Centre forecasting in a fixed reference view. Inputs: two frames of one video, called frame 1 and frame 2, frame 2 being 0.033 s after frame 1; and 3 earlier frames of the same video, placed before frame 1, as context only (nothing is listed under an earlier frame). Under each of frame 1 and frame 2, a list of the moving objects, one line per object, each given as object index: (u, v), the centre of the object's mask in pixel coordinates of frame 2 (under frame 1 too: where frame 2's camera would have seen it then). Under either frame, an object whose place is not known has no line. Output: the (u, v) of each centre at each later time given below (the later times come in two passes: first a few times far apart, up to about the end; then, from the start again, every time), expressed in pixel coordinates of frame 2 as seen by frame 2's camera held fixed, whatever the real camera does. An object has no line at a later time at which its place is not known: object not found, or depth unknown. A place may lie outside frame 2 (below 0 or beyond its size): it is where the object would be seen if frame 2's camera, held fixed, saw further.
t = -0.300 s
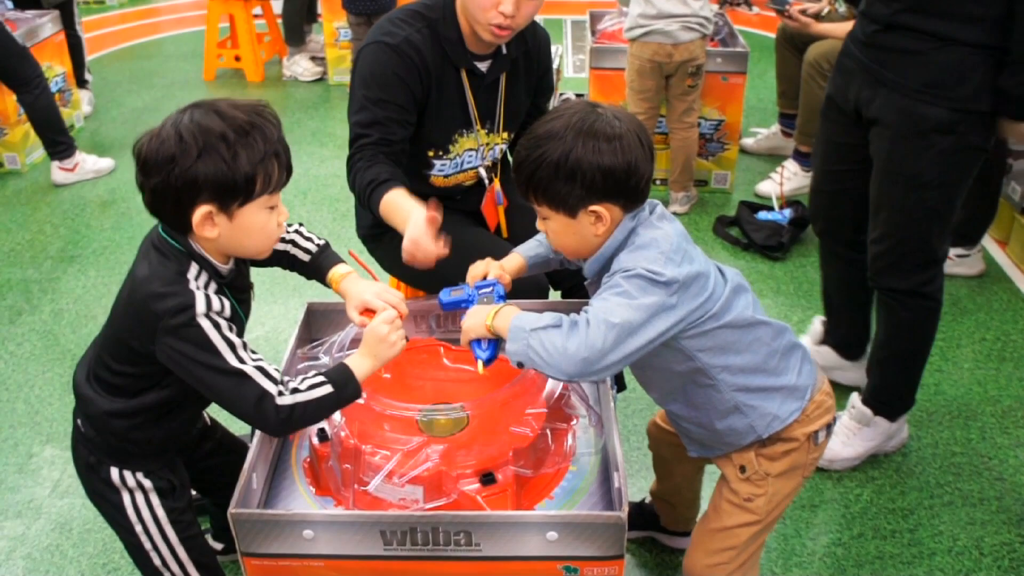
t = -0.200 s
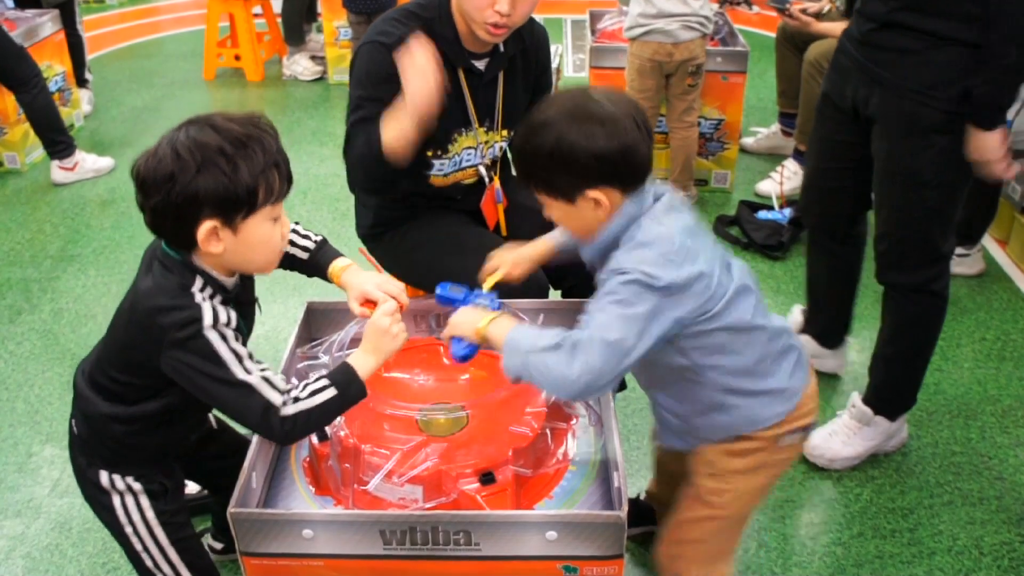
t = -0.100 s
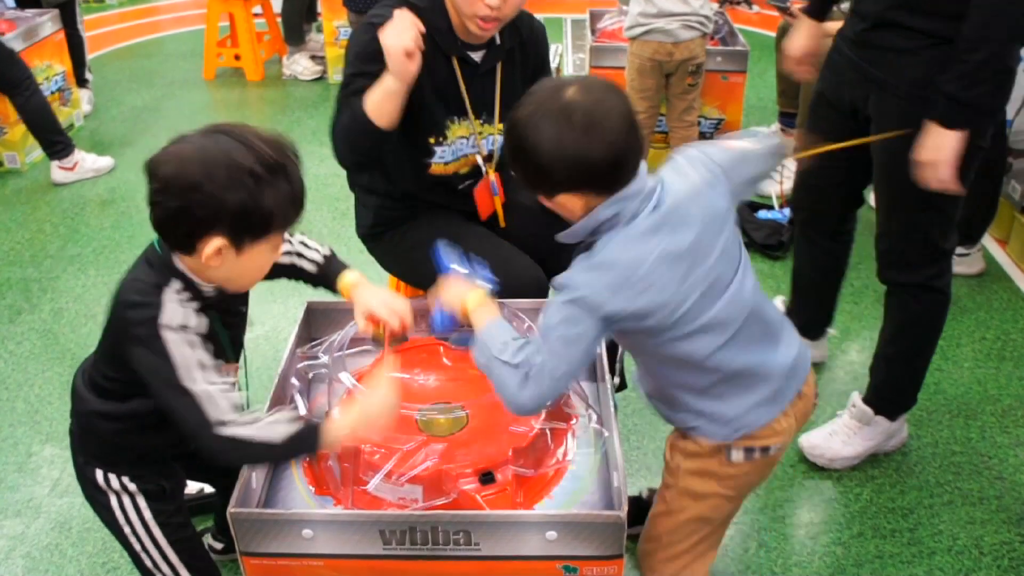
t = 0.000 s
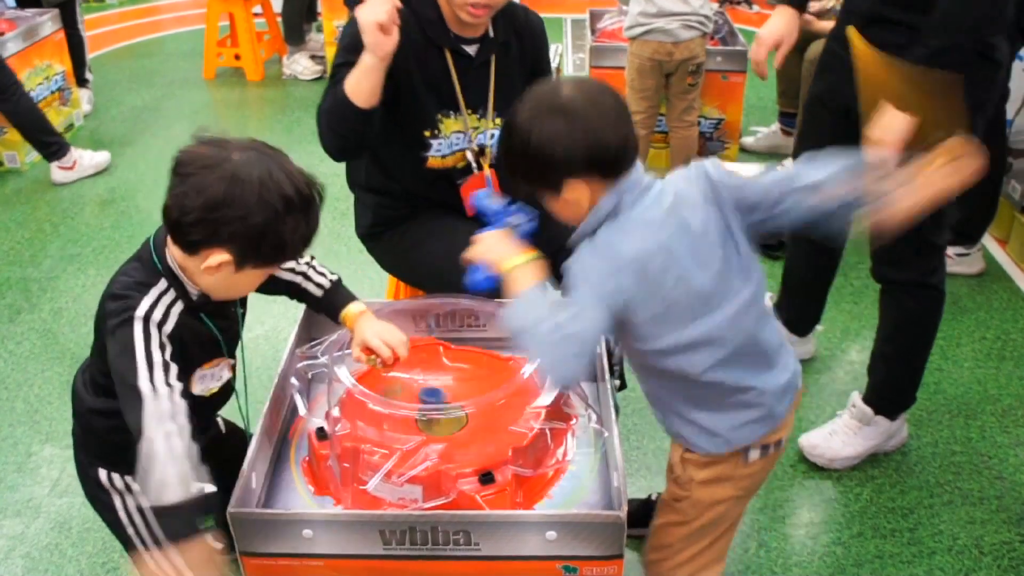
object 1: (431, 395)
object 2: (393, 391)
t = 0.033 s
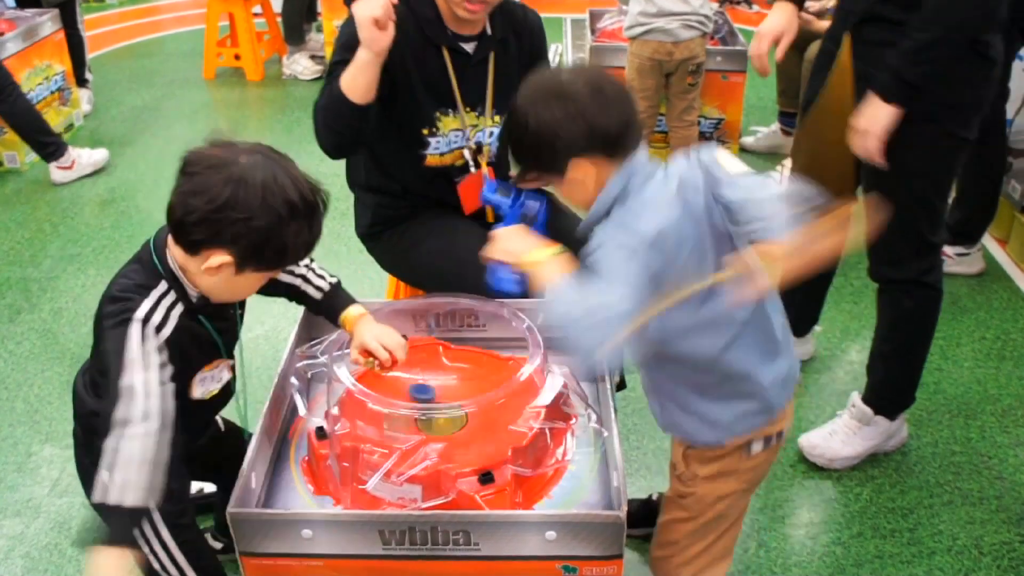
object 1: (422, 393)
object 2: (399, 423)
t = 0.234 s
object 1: (377, 384)
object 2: (456, 424)
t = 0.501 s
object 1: (364, 384)
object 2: (478, 395)
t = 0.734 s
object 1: (367, 373)
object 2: (455, 394)
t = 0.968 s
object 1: (380, 367)
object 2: (415, 403)
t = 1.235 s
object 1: (391, 378)
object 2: (440, 423)
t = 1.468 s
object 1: (421, 408)
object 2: (465, 395)
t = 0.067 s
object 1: (413, 390)
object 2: (404, 425)
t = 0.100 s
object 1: (403, 387)
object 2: (414, 420)
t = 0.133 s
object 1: (396, 385)
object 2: (424, 419)
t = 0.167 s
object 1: (388, 384)
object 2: (432, 420)
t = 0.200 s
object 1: (382, 385)
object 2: (447, 424)
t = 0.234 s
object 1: (377, 384)
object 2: (456, 424)
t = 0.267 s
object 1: (374, 384)
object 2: (463, 419)
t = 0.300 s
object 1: (372, 385)
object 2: (470, 419)
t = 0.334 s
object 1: (370, 386)
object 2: (477, 416)
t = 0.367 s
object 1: (369, 386)
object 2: (481, 413)
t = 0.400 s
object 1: (367, 386)
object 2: (482, 407)
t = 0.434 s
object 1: (367, 386)
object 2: (482, 402)
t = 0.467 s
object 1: (365, 385)
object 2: (482, 400)
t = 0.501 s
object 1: (364, 384)
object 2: (478, 395)
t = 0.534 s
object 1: (363, 383)
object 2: (475, 394)
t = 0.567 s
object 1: (362, 381)
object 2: (473, 394)
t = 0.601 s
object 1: (360, 379)
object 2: (469, 394)
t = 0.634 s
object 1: (360, 377)
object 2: (466, 394)
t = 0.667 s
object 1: (362, 376)
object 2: (462, 394)
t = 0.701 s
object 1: (365, 375)
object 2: (459, 394)
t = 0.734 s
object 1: (367, 373)
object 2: (455, 394)
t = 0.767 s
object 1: (370, 370)
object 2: (450, 395)
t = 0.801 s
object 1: (373, 367)
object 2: (444, 395)
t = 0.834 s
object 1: (375, 364)
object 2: (437, 395)
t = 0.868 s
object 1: (377, 362)
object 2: (430, 395)
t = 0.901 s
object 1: (378, 363)
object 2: (424, 396)
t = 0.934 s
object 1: (379, 365)
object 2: (419, 397)
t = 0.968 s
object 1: (380, 367)
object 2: (415, 403)
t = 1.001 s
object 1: (380, 368)
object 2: (412, 406)
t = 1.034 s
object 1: (382, 369)
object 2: (412, 409)
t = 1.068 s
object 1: (383, 369)
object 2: (412, 414)
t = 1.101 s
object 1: (384, 370)
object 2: (415, 416)
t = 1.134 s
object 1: (385, 370)
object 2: (420, 419)
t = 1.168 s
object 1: (387, 372)
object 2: (425, 422)
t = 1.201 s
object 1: (388, 375)
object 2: (433, 424)
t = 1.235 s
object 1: (391, 378)
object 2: (440, 423)
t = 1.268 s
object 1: (394, 383)
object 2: (451, 418)
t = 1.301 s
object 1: (396, 388)
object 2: (457, 420)
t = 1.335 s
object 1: (401, 392)
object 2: (462, 419)
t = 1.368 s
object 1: (406, 400)
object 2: (468, 418)
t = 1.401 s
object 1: (410, 403)
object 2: (468, 400)
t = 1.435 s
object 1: (415, 405)
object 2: (464, 397)
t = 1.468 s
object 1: (421, 408)
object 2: (465, 395)
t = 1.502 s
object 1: (426, 410)
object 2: (463, 393)
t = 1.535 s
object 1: (434, 413)
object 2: (460, 391)
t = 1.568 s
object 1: (442, 414)
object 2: (457, 390)
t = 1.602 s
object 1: (448, 415)
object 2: (453, 387)
